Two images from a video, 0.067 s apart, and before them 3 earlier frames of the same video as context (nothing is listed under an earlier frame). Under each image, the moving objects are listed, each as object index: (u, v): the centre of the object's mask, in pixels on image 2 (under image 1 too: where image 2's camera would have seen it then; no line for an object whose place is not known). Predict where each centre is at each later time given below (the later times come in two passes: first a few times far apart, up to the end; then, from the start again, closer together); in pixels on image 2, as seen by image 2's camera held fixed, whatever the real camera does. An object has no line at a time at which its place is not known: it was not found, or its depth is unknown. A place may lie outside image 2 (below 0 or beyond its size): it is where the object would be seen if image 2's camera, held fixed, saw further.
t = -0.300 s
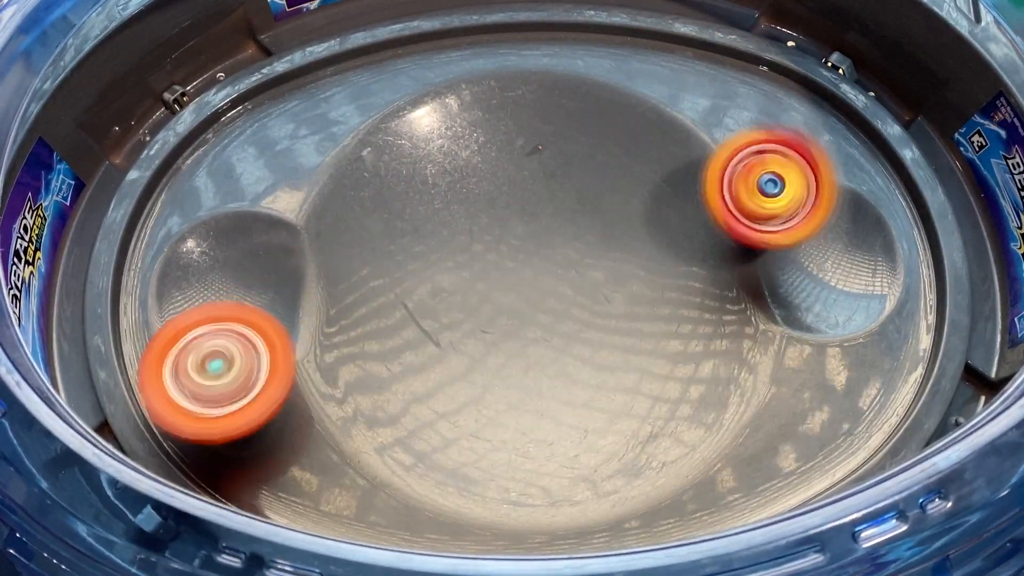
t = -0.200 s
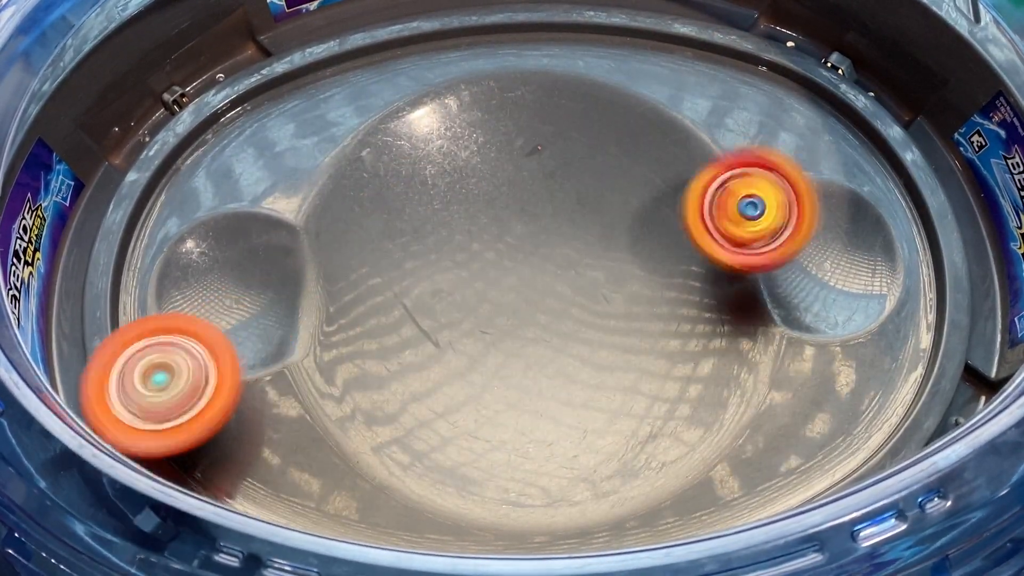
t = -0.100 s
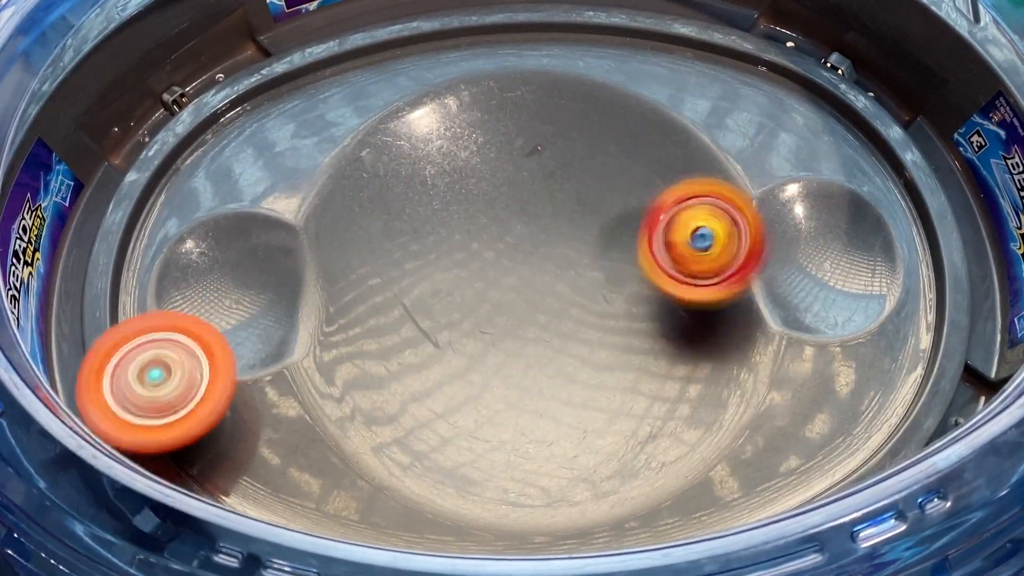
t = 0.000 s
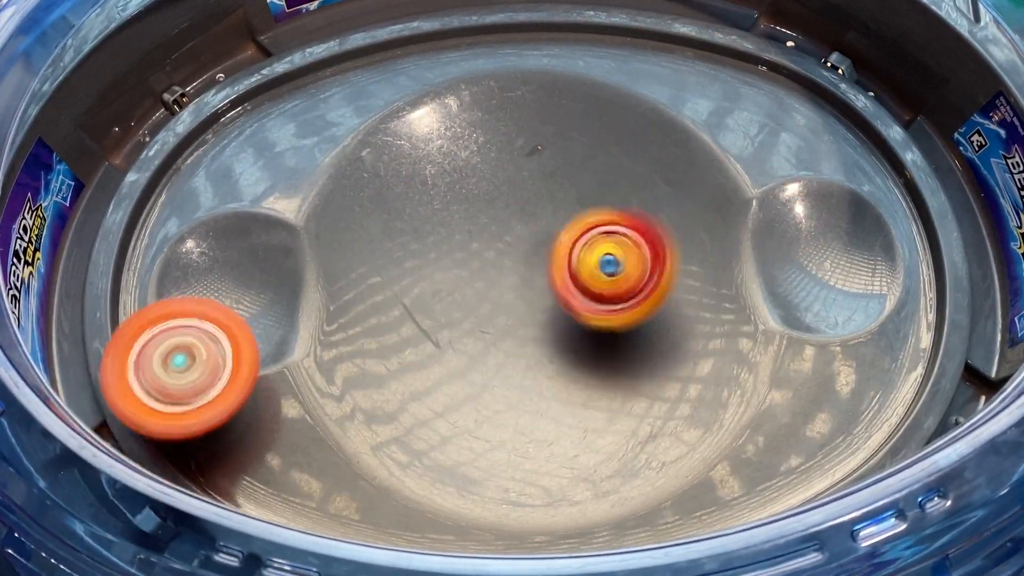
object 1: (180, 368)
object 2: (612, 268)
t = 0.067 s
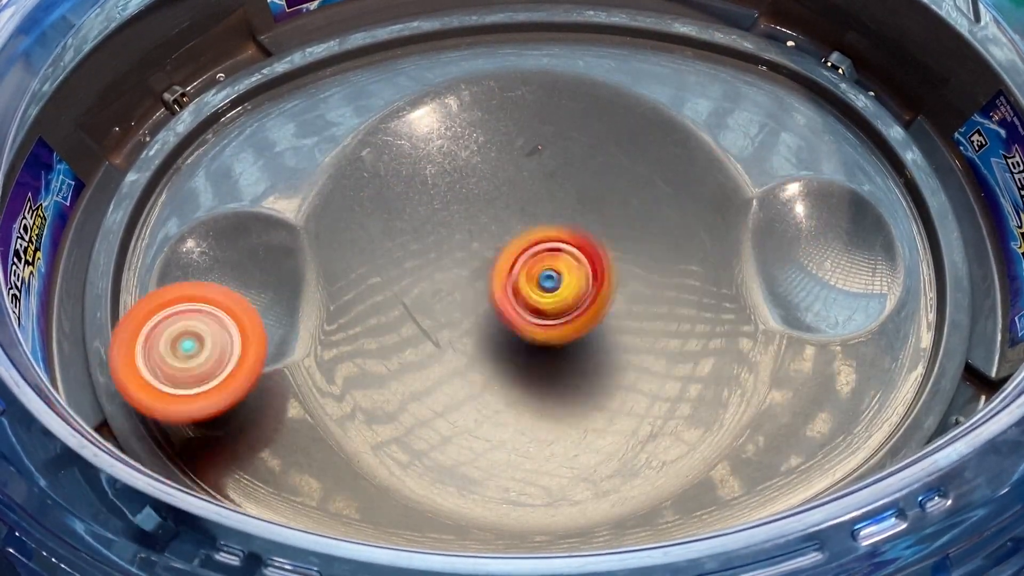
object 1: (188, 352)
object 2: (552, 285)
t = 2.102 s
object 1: (557, 406)
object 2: (577, 179)
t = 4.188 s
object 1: (573, 258)
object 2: (460, 361)
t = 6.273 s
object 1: (487, 327)
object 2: (591, 290)
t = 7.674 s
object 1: (557, 366)
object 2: (489, 273)
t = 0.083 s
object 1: (188, 348)
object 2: (538, 292)
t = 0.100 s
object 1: (189, 345)
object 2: (528, 294)
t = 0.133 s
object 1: (200, 334)
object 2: (506, 306)
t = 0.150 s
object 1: (208, 327)
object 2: (494, 308)
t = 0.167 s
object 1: (218, 317)
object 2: (485, 314)
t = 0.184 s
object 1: (229, 307)
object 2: (481, 316)
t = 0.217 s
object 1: (252, 285)
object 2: (466, 327)
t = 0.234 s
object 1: (262, 272)
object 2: (461, 327)
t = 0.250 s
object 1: (269, 260)
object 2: (456, 333)
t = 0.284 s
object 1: (276, 234)
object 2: (453, 338)
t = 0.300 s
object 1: (278, 222)
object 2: (453, 341)
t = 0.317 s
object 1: (278, 213)
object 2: (455, 341)
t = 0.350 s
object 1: (276, 197)
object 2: (461, 344)
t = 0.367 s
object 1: (273, 191)
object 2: (463, 342)
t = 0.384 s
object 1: (269, 188)
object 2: (466, 344)
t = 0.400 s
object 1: (264, 186)
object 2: (472, 342)
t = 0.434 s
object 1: (257, 183)
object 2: (481, 341)
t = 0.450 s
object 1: (254, 179)
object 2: (484, 338)
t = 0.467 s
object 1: (252, 175)
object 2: (488, 338)
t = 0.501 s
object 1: (251, 168)
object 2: (494, 333)
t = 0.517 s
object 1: (254, 165)
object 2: (500, 331)
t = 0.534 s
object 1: (257, 159)
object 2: (501, 327)
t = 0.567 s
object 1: (264, 149)
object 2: (505, 320)
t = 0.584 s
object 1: (268, 144)
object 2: (503, 318)
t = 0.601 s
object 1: (273, 140)
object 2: (505, 314)
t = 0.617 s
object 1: (278, 135)
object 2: (503, 309)
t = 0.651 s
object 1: (289, 123)
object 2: (499, 301)
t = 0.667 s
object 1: (293, 118)
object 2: (496, 298)
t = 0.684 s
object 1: (298, 114)
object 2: (494, 292)
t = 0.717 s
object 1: (310, 104)
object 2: (485, 285)
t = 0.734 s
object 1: (316, 98)
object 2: (480, 280)
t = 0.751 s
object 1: (320, 94)
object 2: (475, 279)
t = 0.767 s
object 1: (325, 89)
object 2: (472, 275)
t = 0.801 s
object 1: (338, 81)
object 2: (464, 272)
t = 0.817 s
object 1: (344, 76)
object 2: (459, 271)
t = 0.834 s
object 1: (350, 72)
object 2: (456, 273)
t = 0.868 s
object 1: (362, 65)
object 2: (451, 272)
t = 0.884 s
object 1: (369, 61)
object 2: (452, 272)
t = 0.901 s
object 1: (375, 58)
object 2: (450, 274)
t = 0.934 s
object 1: (387, 52)
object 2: (454, 279)
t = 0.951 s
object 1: (394, 51)
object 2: (459, 283)
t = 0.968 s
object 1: (401, 49)
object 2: (464, 283)
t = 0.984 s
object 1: (408, 47)
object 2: (470, 286)
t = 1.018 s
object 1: (421, 43)
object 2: (485, 288)
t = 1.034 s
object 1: (427, 42)
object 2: (496, 286)
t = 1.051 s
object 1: (435, 41)
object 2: (504, 283)
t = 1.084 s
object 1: (448, 39)
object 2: (523, 274)
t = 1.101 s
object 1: (452, 38)
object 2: (533, 270)
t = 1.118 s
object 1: (457, 38)
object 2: (541, 262)
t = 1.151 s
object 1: (469, 38)
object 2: (556, 247)
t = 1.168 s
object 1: (474, 37)
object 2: (559, 239)
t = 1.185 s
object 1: (478, 37)
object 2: (565, 229)
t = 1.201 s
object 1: (483, 38)
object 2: (566, 220)
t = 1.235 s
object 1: (498, 38)
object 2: (569, 201)
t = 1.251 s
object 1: (506, 38)
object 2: (569, 194)
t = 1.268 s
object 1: (512, 38)
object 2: (565, 184)
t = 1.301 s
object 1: (527, 40)
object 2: (557, 170)
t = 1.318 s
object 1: (536, 41)
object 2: (550, 166)
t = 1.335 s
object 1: (542, 42)
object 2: (544, 159)
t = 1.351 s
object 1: (547, 43)
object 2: (534, 157)
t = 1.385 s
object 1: (559, 44)
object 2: (515, 161)
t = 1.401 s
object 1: (564, 44)
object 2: (507, 164)
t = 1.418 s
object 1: (569, 44)
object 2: (495, 172)
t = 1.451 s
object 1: (577, 46)
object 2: (478, 191)
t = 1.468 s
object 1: (583, 46)
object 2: (472, 204)
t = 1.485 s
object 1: (587, 47)
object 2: (466, 215)
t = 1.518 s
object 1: (592, 49)
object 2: (463, 243)
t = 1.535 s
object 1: (595, 51)
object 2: (464, 260)
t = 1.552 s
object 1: (596, 53)
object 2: (469, 273)
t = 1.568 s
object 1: (597, 55)
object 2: (474, 289)
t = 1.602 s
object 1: (592, 62)
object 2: (491, 316)
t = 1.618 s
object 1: (589, 70)
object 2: (504, 327)
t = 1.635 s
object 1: (586, 79)
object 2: (515, 339)
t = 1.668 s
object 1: (572, 103)
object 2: (542, 355)
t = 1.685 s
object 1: (565, 118)
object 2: (559, 361)
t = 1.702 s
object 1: (558, 134)
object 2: (571, 366)
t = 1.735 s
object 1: (542, 165)
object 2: (600, 369)
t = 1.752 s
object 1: (533, 181)
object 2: (617, 368)
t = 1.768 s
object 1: (527, 199)
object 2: (628, 365)
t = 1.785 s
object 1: (522, 216)
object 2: (644, 362)
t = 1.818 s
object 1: (512, 249)
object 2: (667, 349)
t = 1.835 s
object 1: (508, 267)
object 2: (675, 338)
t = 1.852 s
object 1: (506, 284)
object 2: (685, 329)
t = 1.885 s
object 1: (505, 314)
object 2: (697, 305)
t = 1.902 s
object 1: (504, 329)
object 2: (698, 291)
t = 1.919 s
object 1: (505, 344)
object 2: (699, 279)
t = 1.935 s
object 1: (508, 356)
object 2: (696, 265)
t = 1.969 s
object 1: (513, 376)
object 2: (685, 239)
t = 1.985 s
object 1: (516, 386)
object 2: (678, 230)
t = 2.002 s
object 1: (521, 394)
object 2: (667, 218)
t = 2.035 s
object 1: (532, 402)
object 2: (641, 200)
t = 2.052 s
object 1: (537, 406)
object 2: (627, 195)
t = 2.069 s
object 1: (544, 408)
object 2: (611, 187)
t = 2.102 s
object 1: (557, 406)
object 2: (577, 179)
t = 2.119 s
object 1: (562, 404)
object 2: (560, 179)
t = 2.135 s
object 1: (567, 401)
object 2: (542, 177)
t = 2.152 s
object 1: (574, 397)
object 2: (526, 178)
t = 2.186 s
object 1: (583, 383)
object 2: (493, 184)
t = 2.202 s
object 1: (585, 377)
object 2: (476, 186)
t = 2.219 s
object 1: (590, 369)
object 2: (462, 193)
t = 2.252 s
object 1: (594, 350)
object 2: (434, 206)
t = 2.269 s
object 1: (593, 343)
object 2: (422, 212)
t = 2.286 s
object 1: (595, 333)
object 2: (411, 222)
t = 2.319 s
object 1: (593, 315)
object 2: (393, 242)
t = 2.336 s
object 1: (590, 307)
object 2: (386, 251)
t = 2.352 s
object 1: (589, 300)
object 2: (380, 265)
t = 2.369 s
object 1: (585, 293)
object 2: (377, 275)
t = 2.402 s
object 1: (575, 281)
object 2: (374, 301)
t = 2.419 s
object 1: (570, 276)
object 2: (376, 316)
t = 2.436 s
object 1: (564, 270)
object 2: (380, 328)
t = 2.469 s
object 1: (549, 263)
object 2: (396, 352)
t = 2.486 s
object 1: (543, 261)
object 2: (407, 365)
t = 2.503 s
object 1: (536, 258)
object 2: (420, 373)
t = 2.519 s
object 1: (528, 256)
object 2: (435, 382)
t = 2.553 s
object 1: (512, 256)
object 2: (469, 393)
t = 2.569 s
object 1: (505, 255)
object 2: (486, 393)
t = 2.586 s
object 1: (498, 256)
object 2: (505, 395)
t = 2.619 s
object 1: (485, 260)
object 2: (541, 389)
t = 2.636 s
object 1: (479, 261)
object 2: (557, 381)
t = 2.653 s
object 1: (472, 263)
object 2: (576, 375)
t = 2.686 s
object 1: (464, 270)
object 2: (607, 354)
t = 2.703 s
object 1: (460, 273)
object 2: (617, 339)
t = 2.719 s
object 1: (456, 277)
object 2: (630, 327)
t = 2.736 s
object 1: (453, 281)
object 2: (637, 312)
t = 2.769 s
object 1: (450, 288)
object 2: (650, 282)
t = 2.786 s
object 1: (447, 292)
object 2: (657, 267)
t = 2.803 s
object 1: (446, 296)
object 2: (658, 252)
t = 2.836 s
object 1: (447, 302)
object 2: (659, 224)
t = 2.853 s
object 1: (445, 305)
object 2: (659, 210)
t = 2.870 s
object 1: (446, 309)
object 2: (654, 198)
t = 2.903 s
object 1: (447, 313)
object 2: (645, 175)
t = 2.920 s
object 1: (447, 315)
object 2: (640, 163)
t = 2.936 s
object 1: (449, 318)
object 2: (631, 156)
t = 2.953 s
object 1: (451, 319)
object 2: (624, 146)
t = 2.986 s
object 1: (453, 322)
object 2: (605, 132)
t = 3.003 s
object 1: (455, 323)
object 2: (594, 128)
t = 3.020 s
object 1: (458, 322)
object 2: (583, 122)
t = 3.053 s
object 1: (461, 323)
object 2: (558, 117)
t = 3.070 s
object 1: (464, 322)
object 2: (546, 118)
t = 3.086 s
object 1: (465, 320)
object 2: (530, 119)
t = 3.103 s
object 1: (466, 319)
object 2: (519, 124)
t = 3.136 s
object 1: (471, 314)
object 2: (493, 138)
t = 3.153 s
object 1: (472, 311)
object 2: (480, 146)
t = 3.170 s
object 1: (475, 308)
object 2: (472, 157)
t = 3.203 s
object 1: (479, 301)
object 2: (455, 180)
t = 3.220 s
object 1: (482, 313)
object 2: (448, 175)
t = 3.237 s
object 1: (486, 329)
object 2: (442, 162)
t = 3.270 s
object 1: (497, 354)
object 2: (432, 142)
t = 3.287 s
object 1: (504, 365)
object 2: (430, 133)
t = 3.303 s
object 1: (512, 372)
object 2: (425, 130)
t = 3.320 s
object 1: (520, 376)
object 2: (421, 127)
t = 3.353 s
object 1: (538, 381)
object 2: (415, 127)
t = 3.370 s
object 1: (548, 379)
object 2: (415, 130)
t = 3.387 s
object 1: (557, 377)
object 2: (413, 135)
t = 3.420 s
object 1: (576, 368)
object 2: (414, 149)
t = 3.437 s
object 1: (584, 362)
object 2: (414, 158)
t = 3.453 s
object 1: (592, 355)
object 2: (420, 168)
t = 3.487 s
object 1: (605, 337)
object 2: (438, 192)
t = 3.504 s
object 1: (610, 328)
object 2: (448, 204)
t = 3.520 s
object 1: (614, 318)
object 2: (461, 212)
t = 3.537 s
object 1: (616, 308)
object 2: (474, 223)
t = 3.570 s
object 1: (620, 290)
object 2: (499, 241)
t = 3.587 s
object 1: (629, 287)
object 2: (503, 245)
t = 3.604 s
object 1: (646, 287)
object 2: (503, 236)
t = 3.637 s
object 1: (676, 288)
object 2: (496, 225)
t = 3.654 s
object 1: (690, 289)
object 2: (497, 220)
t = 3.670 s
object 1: (701, 287)
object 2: (496, 219)
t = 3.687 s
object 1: (708, 287)
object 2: (496, 215)
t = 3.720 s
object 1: (719, 282)
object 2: (502, 218)
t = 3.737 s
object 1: (719, 280)
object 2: (506, 221)
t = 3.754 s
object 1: (720, 278)
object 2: (513, 226)
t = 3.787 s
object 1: (714, 269)
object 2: (522, 239)
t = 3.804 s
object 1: (711, 266)
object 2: (532, 245)
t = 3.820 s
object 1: (705, 260)
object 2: (538, 252)
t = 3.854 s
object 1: (690, 253)
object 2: (554, 266)
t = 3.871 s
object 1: (683, 250)
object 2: (554, 271)
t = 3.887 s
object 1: (683, 245)
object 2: (551, 274)
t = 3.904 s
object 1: (684, 241)
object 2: (545, 281)
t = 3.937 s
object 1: (686, 233)
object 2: (527, 290)
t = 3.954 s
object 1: (683, 229)
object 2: (524, 294)
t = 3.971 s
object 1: (681, 227)
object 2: (515, 300)
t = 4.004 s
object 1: (670, 222)
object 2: (503, 311)
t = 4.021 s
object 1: (664, 222)
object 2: (495, 315)
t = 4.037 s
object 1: (656, 221)
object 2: (489, 321)
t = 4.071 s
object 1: (640, 225)
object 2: (478, 330)
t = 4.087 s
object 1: (629, 228)
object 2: (472, 335)
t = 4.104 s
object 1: (620, 232)
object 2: (470, 339)
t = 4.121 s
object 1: (611, 235)
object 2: (464, 345)
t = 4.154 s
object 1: (592, 246)
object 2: (462, 353)
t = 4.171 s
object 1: (582, 251)
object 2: (458, 358)
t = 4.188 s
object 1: (573, 258)
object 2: (460, 361)
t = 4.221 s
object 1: (556, 270)
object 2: (465, 366)
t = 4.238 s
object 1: (549, 276)
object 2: (470, 365)
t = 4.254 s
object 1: (550, 277)
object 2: (459, 370)
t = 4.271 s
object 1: (553, 273)
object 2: (452, 379)
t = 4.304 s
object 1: (560, 269)
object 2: (431, 393)
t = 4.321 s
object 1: (561, 269)
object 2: (430, 397)
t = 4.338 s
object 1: (563, 268)
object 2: (425, 399)
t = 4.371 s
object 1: (560, 270)
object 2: (423, 402)
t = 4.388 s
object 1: (559, 271)
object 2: (426, 405)
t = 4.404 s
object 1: (554, 273)
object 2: (427, 404)
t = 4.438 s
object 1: (547, 279)
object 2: (435, 399)
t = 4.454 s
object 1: (543, 283)
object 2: (437, 394)
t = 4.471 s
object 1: (540, 286)
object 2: (445, 390)
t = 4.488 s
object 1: (535, 290)
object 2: (447, 381)
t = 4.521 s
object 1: (539, 288)
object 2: (444, 372)
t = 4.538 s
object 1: (548, 282)
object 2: (431, 377)
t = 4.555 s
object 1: (556, 276)
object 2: (422, 373)
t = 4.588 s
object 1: (568, 266)
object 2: (413, 371)
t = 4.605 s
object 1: (571, 260)
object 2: (408, 368)
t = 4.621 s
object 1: (574, 256)
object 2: (409, 364)
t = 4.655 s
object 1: (575, 247)
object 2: (406, 355)
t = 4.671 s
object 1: (575, 242)
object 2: (405, 348)
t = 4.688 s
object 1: (571, 239)
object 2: (410, 343)
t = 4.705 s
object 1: (570, 235)
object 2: (411, 337)
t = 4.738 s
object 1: (563, 229)
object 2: (418, 321)
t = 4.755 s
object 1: (559, 225)
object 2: (425, 315)
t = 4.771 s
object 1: (555, 223)
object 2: (429, 308)
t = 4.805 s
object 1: (546, 220)
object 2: (442, 292)
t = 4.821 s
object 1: (547, 218)
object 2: (444, 288)
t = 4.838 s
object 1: (548, 214)
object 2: (443, 284)
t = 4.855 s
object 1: (556, 212)
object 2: (441, 282)
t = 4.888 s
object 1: (573, 202)
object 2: (427, 282)
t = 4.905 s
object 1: (580, 197)
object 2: (423, 279)
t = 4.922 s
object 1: (585, 196)
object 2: (424, 276)
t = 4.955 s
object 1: (593, 192)
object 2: (428, 272)
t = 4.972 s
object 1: (597, 190)
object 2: (433, 270)
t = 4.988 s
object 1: (597, 189)
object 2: (440, 270)
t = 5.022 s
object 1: (599, 187)
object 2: (458, 269)
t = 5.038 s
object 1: (600, 188)
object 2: (469, 268)
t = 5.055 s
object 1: (600, 187)
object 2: (477, 270)
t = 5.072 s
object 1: (598, 188)
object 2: (486, 272)
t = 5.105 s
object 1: (596, 189)
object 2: (502, 273)
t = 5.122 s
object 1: (596, 191)
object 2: (511, 275)
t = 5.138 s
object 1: (597, 191)
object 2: (515, 278)
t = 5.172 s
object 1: (601, 190)
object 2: (518, 282)
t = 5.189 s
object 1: (603, 190)
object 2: (524, 289)
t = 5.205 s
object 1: (605, 191)
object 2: (525, 297)
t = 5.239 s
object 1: (607, 194)
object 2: (528, 304)
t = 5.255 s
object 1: (606, 196)
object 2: (527, 307)
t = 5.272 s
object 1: (607, 199)
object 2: (530, 309)
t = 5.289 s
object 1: (606, 201)
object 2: (530, 313)
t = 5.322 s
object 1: (605, 209)
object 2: (532, 317)
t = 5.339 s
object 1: (605, 214)
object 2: (530, 318)
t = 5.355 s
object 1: (607, 217)
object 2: (525, 325)
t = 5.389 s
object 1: (623, 215)
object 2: (493, 361)
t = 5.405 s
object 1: (631, 214)
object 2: (481, 370)
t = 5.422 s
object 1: (635, 215)
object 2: (468, 372)
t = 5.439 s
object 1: (640, 215)
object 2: (457, 371)
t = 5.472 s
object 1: (644, 217)
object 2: (434, 378)
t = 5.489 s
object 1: (644, 219)
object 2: (425, 378)
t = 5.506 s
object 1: (645, 220)
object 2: (423, 375)
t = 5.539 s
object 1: (645, 224)
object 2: (414, 360)
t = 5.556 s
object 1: (644, 228)
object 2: (413, 357)
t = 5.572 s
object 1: (644, 230)
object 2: (413, 353)
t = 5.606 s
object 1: (640, 237)
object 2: (422, 334)
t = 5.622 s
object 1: (636, 242)
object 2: (426, 326)
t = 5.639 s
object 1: (634, 246)
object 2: (432, 314)
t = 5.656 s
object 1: (630, 252)
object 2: (439, 304)
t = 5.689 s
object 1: (622, 262)
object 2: (453, 290)
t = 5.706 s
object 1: (619, 265)
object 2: (464, 280)
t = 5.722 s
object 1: (613, 272)
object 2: (473, 275)
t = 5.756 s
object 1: (602, 282)
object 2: (491, 258)
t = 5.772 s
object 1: (598, 288)
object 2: (504, 249)
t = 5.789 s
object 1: (593, 296)
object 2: (515, 238)
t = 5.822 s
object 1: (584, 308)
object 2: (544, 215)
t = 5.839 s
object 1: (580, 312)
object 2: (555, 208)
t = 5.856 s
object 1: (575, 318)
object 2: (567, 203)
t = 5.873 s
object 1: (571, 322)
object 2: (581, 194)
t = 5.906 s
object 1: (562, 330)
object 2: (599, 184)
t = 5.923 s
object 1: (557, 334)
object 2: (610, 178)
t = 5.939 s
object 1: (553, 337)
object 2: (621, 173)
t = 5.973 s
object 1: (546, 342)
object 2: (633, 170)
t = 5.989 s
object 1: (542, 345)
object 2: (640, 169)
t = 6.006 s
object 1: (538, 347)
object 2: (646, 168)
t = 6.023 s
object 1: (534, 348)
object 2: (651, 171)
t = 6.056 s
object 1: (527, 350)
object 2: (650, 178)
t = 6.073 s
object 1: (524, 350)
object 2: (650, 183)
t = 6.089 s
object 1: (520, 350)
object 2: (648, 188)
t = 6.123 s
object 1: (513, 349)
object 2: (643, 203)
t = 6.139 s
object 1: (510, 347)
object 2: (639, 212)
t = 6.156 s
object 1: (507, 346)
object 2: (633, 219)
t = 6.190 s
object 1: (501, 342)
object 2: (623, 235)
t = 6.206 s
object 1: (498, 340)
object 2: (618, 246)
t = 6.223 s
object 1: (495, 337)
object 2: (611, 258)
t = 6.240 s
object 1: (492, 334)
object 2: (604, 270)
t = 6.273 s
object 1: (487, 327)
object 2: (591, 290)
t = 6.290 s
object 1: (485, 323)
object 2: (585, 300)
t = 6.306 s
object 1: (483, 319)
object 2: (580, 311)
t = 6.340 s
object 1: (476, 310)
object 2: (569, 333)
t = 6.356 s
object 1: (470, 306)
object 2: (565, 342)
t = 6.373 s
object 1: (464, 302)
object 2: (563, 347)
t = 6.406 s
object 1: (455, 293)
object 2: (561, 357)
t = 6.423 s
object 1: (453, 289)
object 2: (560, 359)
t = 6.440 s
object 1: (450, 284)
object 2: (558, 362)
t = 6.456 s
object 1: (449, 280)
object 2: (554, 365)
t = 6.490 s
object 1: (447, 271)
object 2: (549, 366)
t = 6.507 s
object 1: (446, 268)
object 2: (545, 367)
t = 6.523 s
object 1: (447, 263)
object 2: (541, 368)
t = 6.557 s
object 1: (449, 256)
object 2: (535, 366)
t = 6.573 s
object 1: (452, 252)
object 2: (532, 364)
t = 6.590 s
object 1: (454, 248)
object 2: (529, 362)
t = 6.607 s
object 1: (457, 246)
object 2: (527, 359)
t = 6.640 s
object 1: (465, 239)
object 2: (523, 354)
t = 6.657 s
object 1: (467, 235)
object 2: (522, 352)
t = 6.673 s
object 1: (473, 232)
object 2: (519, 348)
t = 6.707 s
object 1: (483, 226)
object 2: (515, 342)
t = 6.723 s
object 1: (487, 224)
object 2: (513, 338)
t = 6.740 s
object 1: (494, 222)
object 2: (512, 334)
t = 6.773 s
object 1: (505, 218)
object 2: (510, 329)
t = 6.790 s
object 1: (511, 217)
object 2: (510, 327)
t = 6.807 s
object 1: (518, 216)
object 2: (511, 324)
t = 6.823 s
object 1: (524, 213)
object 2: (513, 324)
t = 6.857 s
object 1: (535, 209)
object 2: (518, 321)
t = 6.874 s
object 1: (540, 207)
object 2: (521, 321)
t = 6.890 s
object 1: (546, 206)
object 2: (523, 319)
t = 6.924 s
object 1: (556, 206)
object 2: (528, 316)
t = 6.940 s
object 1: (561, 206)
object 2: (528, 315)
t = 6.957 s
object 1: (566, 207)
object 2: (528, 313)
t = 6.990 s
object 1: (575, 210)
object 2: (527, 310)
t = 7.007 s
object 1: (579, 214)
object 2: (525, 309)
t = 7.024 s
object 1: (582, 216)
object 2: (523, 308)
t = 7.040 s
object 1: (586, 220)
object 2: (520, 307)
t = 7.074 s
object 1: (594, 226)
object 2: (516, 307)
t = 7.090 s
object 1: (598, 229)
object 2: (512, 309)
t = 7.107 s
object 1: (603, 229)
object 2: (511, 311)
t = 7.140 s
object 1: (609, 235)
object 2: (509, 314)
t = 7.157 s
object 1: (612, 240)
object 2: (509, 314)
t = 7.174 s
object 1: (612, 243)
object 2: (509, 315)
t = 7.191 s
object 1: (614, 247)
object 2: (510, 315)
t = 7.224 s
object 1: (613, 256)
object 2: (510, 313)
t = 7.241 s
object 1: (611, 263)
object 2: (510, 311)
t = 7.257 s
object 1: (610, 266)
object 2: (509, 309)
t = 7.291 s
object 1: (603, 277)
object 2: (507, 303)
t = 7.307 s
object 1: (602, 284)
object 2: (505, 300)
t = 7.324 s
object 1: (602, 289)
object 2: (502, 298)
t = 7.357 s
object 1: (605, 300)
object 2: (492, 293)
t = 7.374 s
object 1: (606, 303)
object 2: (489, 290)
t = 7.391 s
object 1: (606, 310)
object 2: (486, 288)
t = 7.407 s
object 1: (605, 314)
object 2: (485, 286)
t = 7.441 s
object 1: (602, 324)
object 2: (485, 282)
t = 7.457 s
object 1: (601, 327)
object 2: (485, 280)
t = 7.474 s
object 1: (598, 333)
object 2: (486, 278)
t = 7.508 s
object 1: (593, 339)
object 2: (487, 275)
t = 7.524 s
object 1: (588, 341)
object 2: (488, 274)
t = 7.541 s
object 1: (585, 343)
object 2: (488, 274)
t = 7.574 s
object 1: (576, 348)
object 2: (489, 274)
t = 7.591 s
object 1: (571, 352)
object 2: (489, 274)
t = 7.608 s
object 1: (567, 354)
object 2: (489, 274)
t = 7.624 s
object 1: (566, 358)
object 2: (488, 273)
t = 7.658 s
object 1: (561, 363)
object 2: (488, 273)
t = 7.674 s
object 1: (557, 366)
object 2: (489, 273)
